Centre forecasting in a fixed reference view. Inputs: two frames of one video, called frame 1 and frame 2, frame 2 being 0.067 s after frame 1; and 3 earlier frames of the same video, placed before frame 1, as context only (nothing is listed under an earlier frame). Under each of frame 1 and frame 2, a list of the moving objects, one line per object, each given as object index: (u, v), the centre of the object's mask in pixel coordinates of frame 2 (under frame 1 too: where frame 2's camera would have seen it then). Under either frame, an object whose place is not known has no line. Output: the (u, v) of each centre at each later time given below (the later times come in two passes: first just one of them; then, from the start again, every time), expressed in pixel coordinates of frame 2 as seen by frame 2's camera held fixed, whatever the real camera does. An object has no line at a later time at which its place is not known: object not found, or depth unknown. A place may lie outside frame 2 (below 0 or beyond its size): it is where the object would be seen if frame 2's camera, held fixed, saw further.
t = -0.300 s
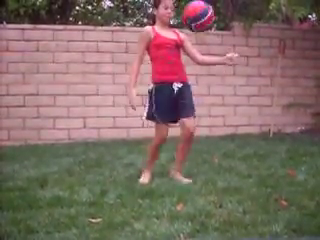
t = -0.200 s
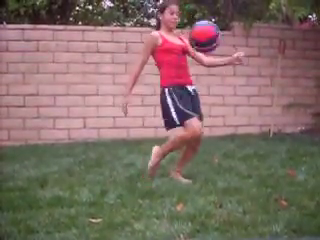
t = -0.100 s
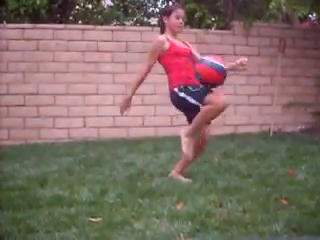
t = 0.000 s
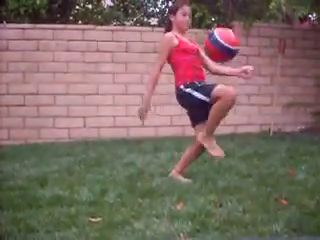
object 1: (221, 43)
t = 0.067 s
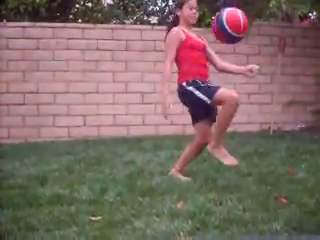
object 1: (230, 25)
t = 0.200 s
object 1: (249, 12)
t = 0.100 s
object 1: (234, 18)
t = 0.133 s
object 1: (239, 14)
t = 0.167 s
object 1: (244, 12)
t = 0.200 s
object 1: (249, 12)
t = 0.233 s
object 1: (255, 13)
